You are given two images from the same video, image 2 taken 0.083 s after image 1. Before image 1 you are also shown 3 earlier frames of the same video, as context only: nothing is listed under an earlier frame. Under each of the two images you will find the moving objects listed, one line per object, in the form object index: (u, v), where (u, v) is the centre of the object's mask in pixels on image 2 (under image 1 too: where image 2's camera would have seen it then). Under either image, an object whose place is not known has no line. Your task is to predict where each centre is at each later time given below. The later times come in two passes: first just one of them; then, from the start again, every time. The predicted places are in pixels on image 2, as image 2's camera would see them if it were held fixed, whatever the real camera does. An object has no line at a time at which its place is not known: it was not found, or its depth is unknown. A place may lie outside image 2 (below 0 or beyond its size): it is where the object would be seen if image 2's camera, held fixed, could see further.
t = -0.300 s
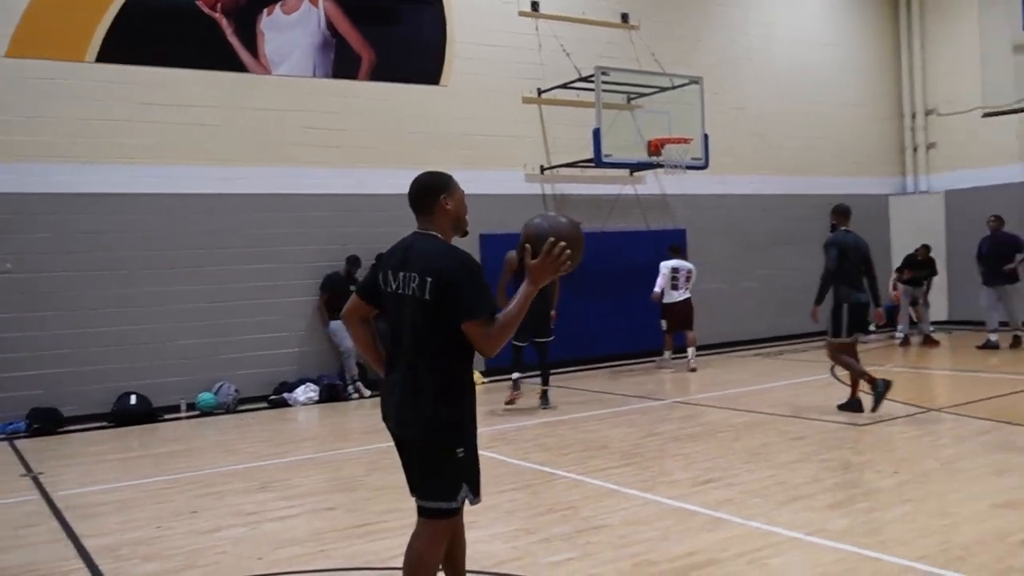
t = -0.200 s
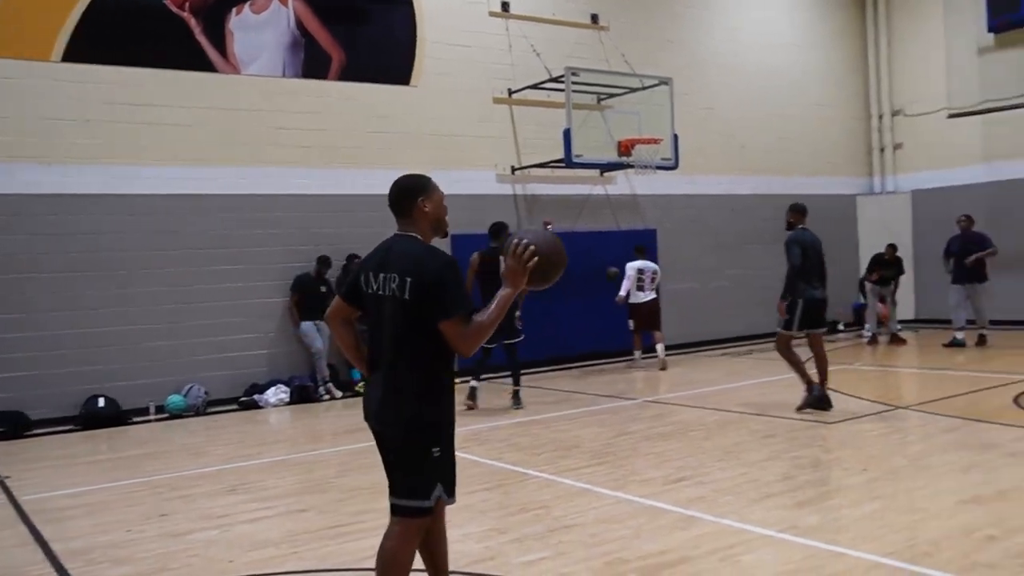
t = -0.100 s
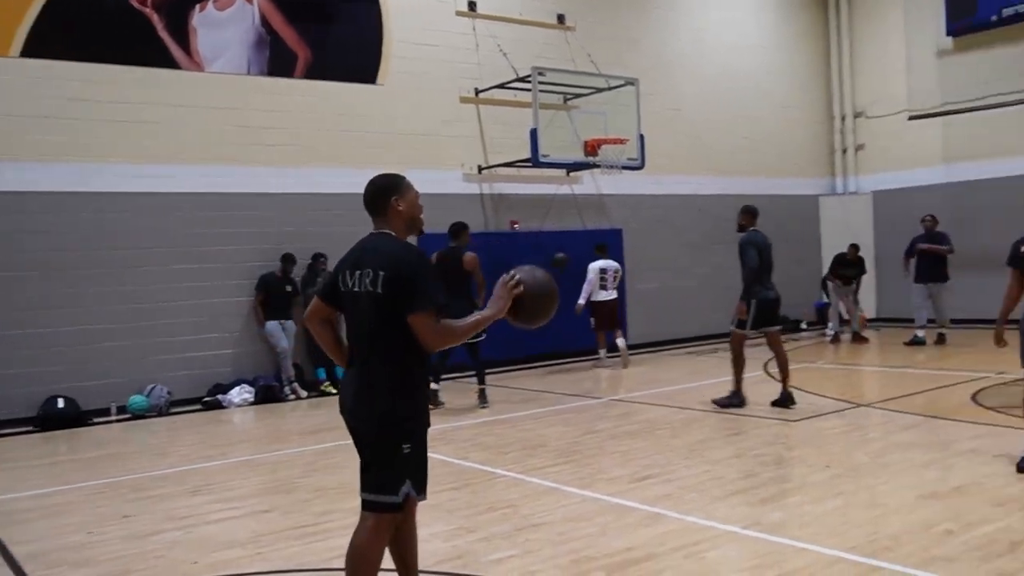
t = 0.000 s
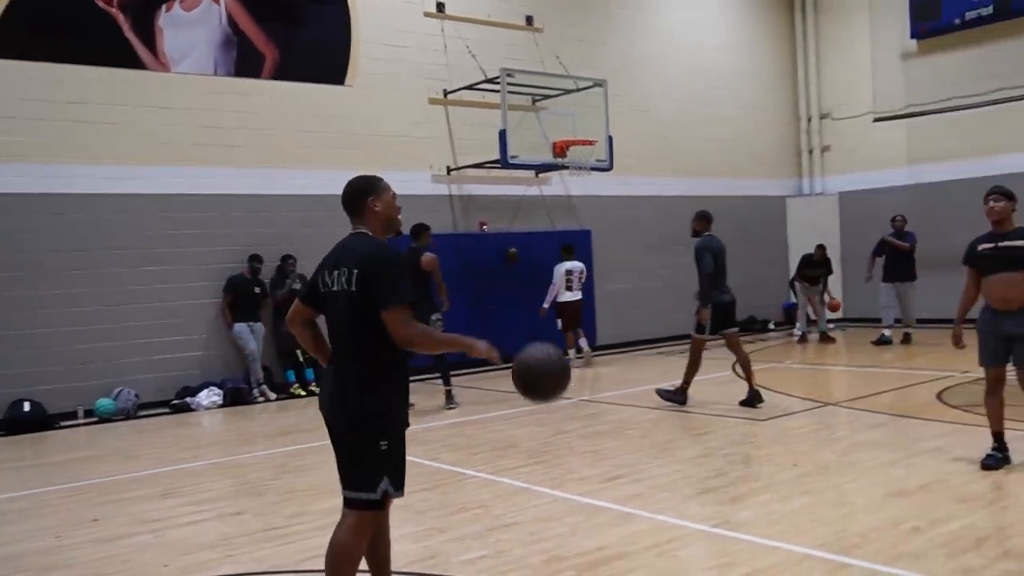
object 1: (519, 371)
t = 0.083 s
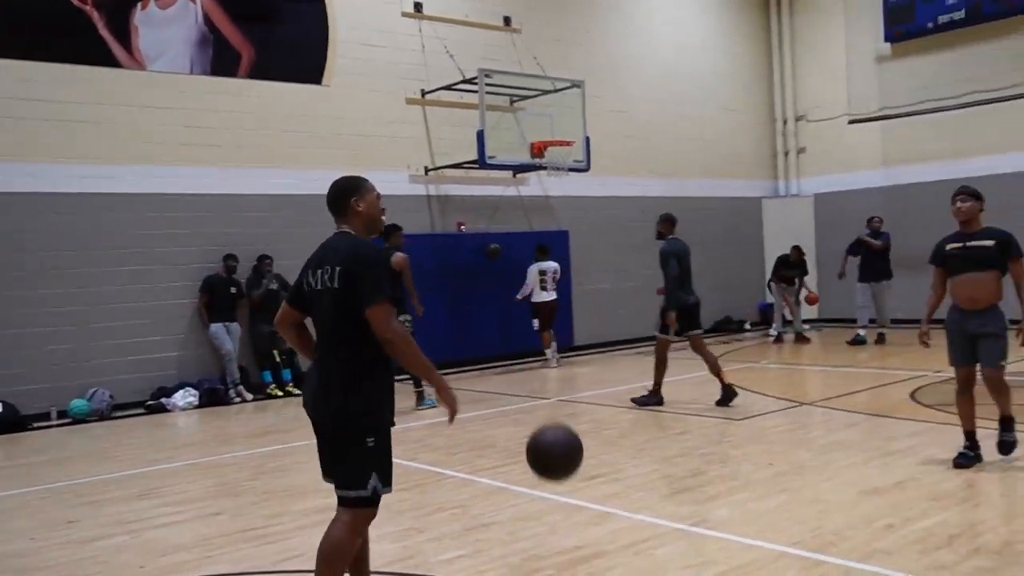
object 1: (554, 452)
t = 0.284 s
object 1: (613, 493)
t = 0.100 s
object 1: (561, 469)
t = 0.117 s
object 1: (568, 487)
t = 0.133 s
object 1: (575, 505)
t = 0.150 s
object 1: (582, 525)
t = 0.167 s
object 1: (589, 544)
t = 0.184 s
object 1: (596, 559)
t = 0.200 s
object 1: (600, 562)
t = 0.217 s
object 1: (603, 552)
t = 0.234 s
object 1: (605, 537)
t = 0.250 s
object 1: (609, 521)
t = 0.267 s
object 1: (611, 507)
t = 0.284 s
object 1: (613, 493)
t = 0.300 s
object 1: (616, 480)
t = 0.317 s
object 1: (619, 468)
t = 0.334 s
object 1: (621, 455)
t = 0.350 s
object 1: (624, 444)
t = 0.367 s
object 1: (627, 434)
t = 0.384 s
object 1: (629, 423)
